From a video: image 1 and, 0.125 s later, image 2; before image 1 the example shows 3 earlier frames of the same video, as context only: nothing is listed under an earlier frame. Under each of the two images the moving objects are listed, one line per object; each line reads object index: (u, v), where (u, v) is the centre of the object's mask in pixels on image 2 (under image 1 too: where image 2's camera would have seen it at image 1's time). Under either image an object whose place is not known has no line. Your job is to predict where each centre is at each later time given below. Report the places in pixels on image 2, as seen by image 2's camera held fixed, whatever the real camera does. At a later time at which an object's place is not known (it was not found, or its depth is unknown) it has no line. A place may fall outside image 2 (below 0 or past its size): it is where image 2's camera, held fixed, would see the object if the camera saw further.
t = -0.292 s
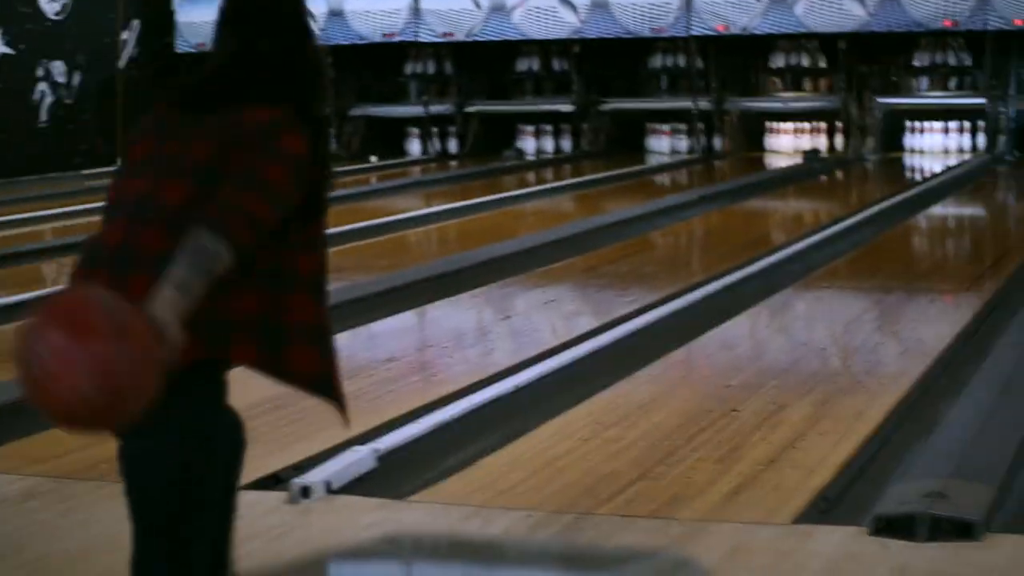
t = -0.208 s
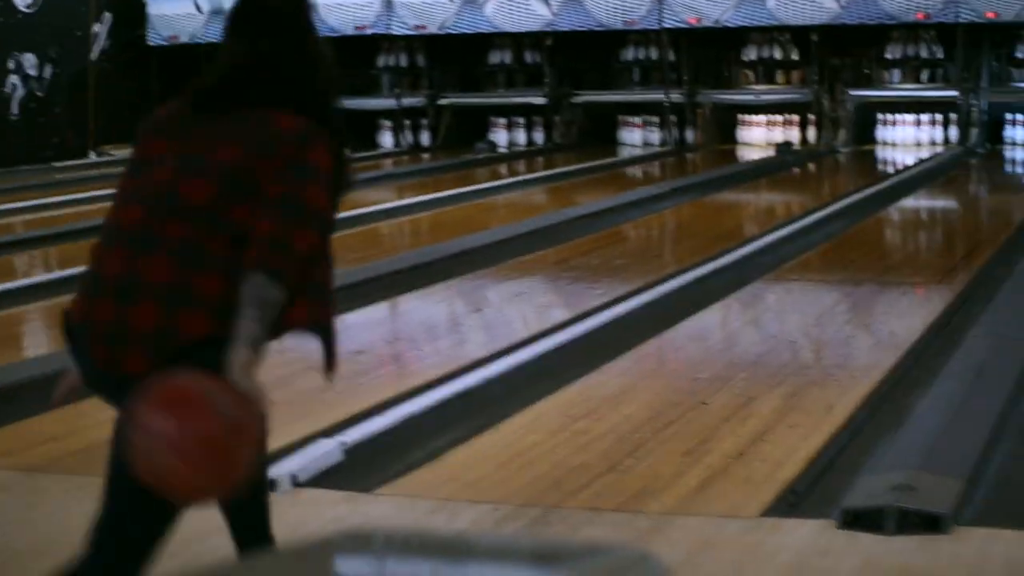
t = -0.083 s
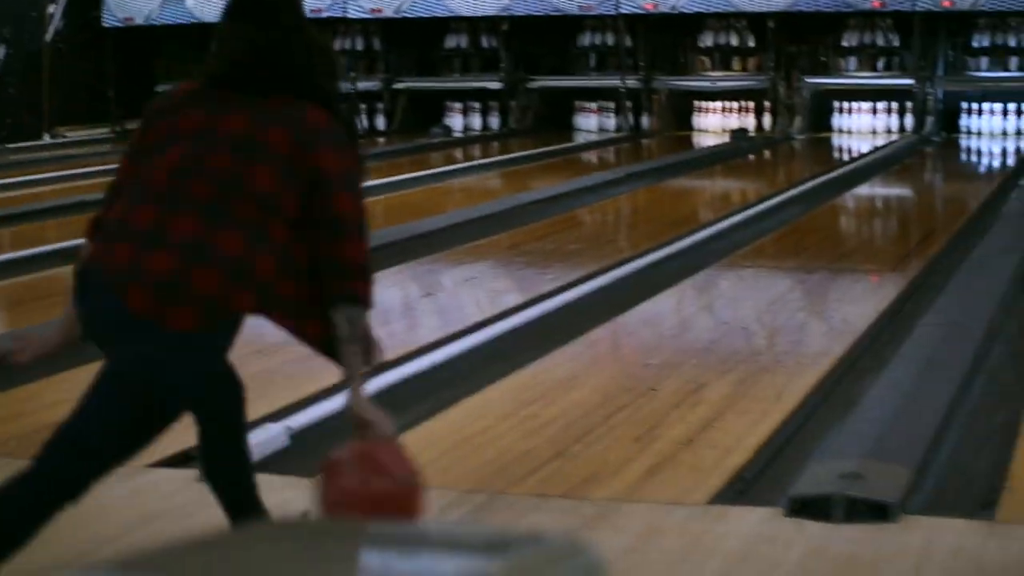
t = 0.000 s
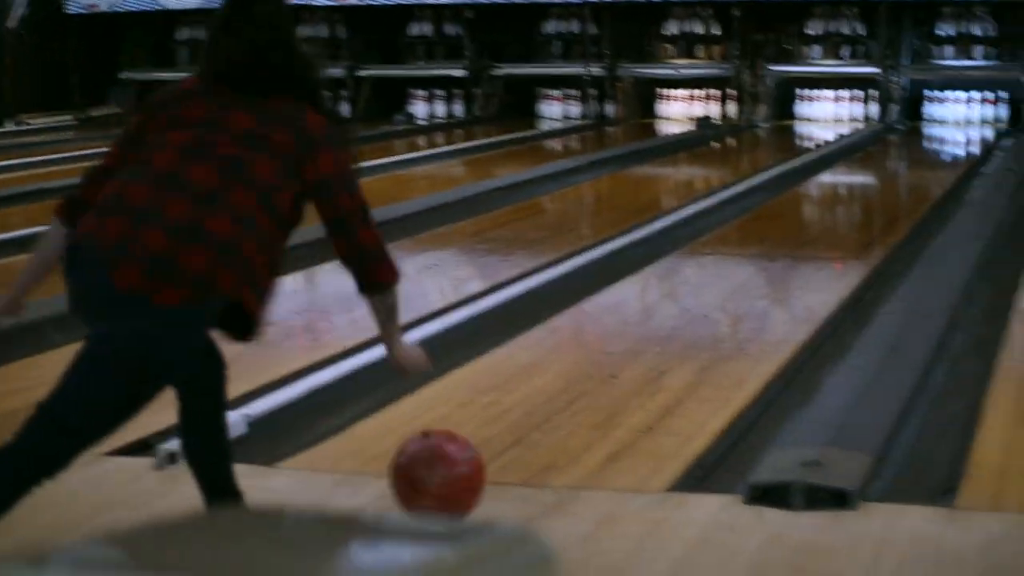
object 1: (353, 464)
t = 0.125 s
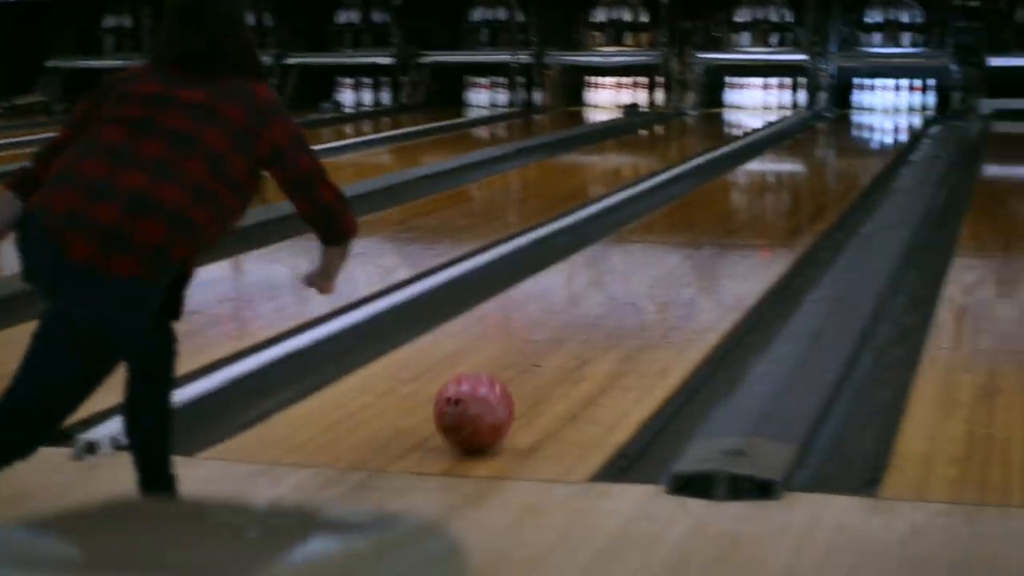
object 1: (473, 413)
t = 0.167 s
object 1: (503, 392)
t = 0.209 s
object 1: (529, 375)
